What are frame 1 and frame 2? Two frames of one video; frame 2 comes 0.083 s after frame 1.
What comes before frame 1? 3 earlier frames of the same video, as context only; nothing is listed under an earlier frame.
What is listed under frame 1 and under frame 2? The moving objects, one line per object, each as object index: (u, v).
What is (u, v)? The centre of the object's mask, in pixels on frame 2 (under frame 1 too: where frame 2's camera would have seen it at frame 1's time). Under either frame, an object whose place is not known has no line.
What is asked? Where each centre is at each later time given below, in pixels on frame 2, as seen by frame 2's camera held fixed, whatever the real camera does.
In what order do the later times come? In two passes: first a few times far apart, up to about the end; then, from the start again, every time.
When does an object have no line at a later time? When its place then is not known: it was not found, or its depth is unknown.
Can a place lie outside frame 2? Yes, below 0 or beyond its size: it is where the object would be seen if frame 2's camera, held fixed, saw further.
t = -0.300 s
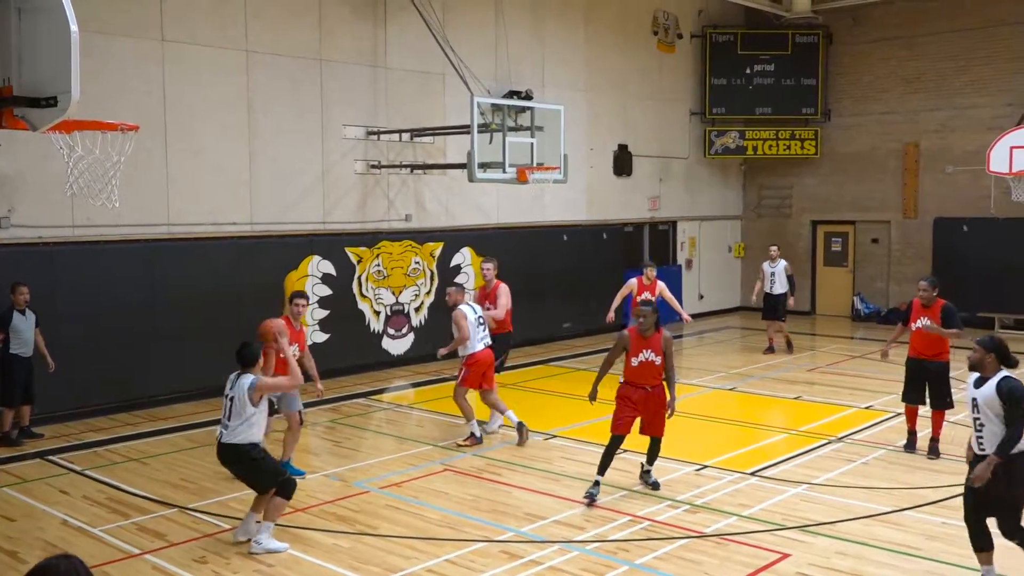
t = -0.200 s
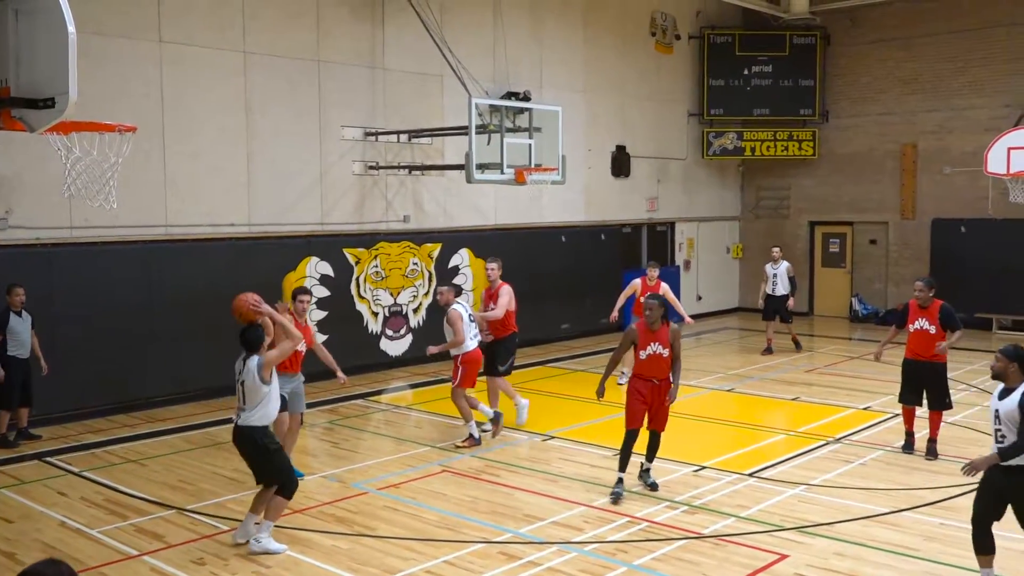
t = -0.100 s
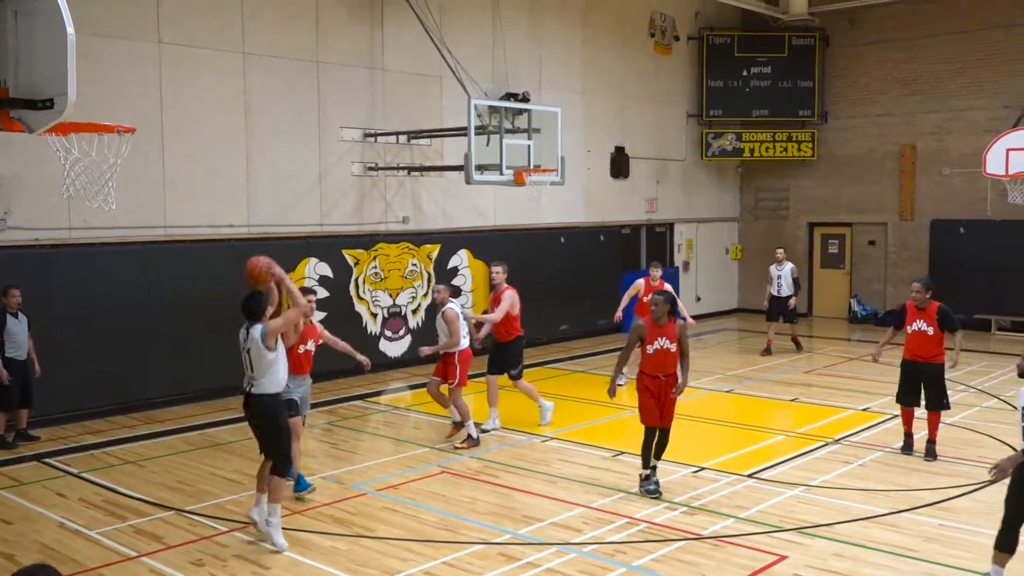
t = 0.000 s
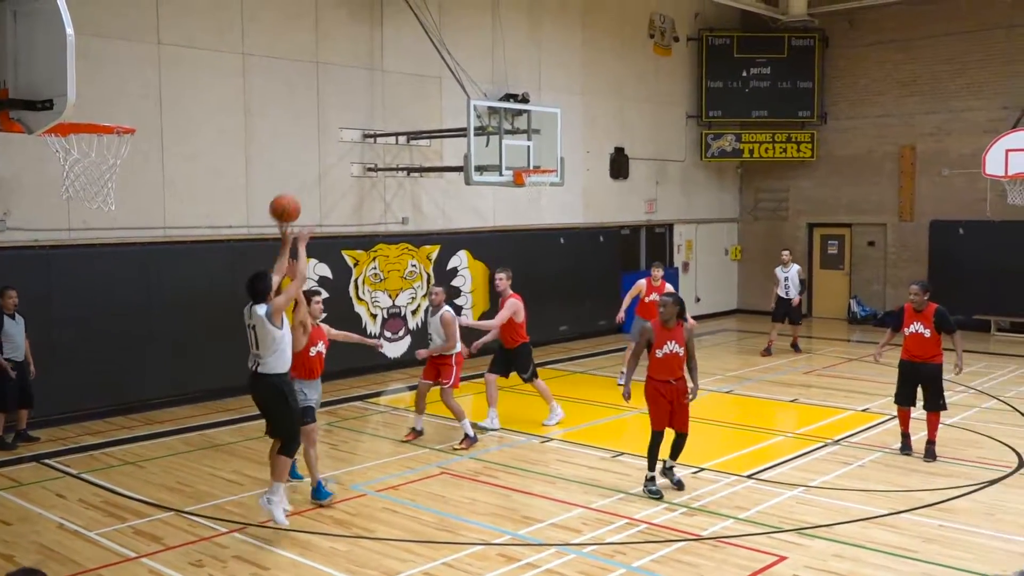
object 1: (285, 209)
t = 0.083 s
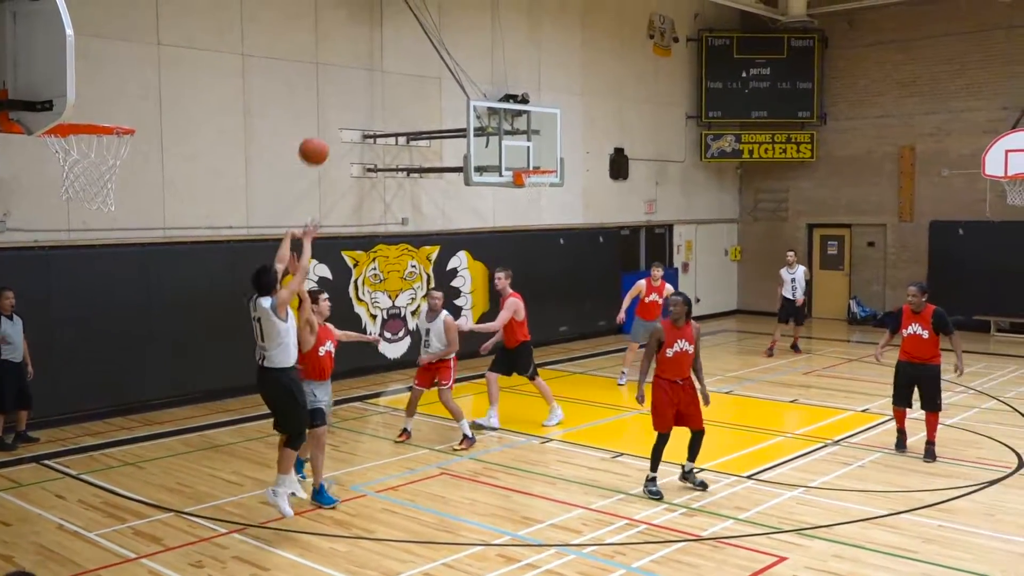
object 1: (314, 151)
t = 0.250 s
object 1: (364, 71)
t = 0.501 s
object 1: (425, 24)
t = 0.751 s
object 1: (473, 43)
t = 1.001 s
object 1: (512, 108)
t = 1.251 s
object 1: (529, 170)
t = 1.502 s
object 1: (506, 216)
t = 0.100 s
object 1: (319, 141)
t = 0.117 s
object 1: (324, 132)
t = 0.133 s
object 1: (329, 123)
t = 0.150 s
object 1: (335, 114)
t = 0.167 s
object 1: (340, 106)
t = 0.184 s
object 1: (345, 98)
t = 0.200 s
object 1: (350, 91)
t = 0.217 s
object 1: (355, 84)
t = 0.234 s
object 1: (360, 77)
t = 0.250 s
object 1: (364, 71)
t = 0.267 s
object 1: (369, 65)
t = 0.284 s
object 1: (374, 60)
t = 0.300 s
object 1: (378, 55)
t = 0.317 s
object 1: (382, 51)
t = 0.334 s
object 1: (387, 47)
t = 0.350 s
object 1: (391, 43)
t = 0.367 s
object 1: (395, 40)
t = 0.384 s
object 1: (398, 37)
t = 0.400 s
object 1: (402, 34)
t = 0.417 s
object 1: (406, 32)
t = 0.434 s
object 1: (410, 29)
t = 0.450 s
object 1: (414, 28)
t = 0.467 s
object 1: (418, 26)
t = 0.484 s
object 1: (421, 25)
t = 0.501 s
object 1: (425, 24)
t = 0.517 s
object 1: (429, 24)
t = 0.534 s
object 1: (432, 23)
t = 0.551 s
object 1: (435, 24)
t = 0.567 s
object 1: (439, 24)
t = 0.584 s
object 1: (442, 24)
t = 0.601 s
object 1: (446, 25)
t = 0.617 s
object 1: (449, 26)
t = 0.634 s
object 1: (452, 27)
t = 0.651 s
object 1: (455, 29)
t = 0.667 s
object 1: (458, 31)
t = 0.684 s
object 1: (462, 33)
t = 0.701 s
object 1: (464, 35)
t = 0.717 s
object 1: (467, 38)
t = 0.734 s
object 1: (470, 40)
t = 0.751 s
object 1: (473, 43)
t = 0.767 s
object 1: (476, 46)
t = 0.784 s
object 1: (479, 50)
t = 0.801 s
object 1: (481, 53)
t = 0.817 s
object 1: (484, 56)
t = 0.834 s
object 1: (487, 60)
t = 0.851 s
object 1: (490, 63)
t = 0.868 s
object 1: (492, 68)
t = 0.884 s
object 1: (495, 73)
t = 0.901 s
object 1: (497, 77)
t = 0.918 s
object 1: (499, 82)
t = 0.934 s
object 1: (502, 87)
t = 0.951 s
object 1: (504, 92)
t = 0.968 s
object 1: (507, 97)
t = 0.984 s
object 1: (509, 102)
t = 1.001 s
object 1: (512, 108)
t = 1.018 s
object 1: (513, 114)
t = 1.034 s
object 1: (516, 119)
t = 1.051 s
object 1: (519, 124)
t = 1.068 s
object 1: (521, 130)
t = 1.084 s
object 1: (522, 137)
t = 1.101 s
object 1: (525, 143)
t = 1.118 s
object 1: (527, 150)
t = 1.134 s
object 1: (529, 156)
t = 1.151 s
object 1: (531, 163)
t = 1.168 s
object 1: (533, 168)
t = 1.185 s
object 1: (532, 168)
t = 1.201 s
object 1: (532, 168)
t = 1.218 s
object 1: (531, 169)
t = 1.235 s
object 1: (530, 170)
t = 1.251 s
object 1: (529, 170)
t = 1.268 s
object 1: (527, 172)
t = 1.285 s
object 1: (527, 173)
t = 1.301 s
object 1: (523, 176)
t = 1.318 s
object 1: (522, 177)
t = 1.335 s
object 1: (521, 179)
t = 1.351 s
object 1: (519, 181)
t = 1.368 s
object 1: (518, 183)
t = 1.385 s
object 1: (517, 186)
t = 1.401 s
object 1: (515, 190)
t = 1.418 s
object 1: (514, 194)
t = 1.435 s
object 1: (512, 198)
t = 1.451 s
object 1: (511, 202)
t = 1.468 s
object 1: (509, 206)
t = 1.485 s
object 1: (507, 211)
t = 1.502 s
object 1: (506, 216)
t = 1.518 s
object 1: (505, 222)
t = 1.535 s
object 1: (503, 226)
